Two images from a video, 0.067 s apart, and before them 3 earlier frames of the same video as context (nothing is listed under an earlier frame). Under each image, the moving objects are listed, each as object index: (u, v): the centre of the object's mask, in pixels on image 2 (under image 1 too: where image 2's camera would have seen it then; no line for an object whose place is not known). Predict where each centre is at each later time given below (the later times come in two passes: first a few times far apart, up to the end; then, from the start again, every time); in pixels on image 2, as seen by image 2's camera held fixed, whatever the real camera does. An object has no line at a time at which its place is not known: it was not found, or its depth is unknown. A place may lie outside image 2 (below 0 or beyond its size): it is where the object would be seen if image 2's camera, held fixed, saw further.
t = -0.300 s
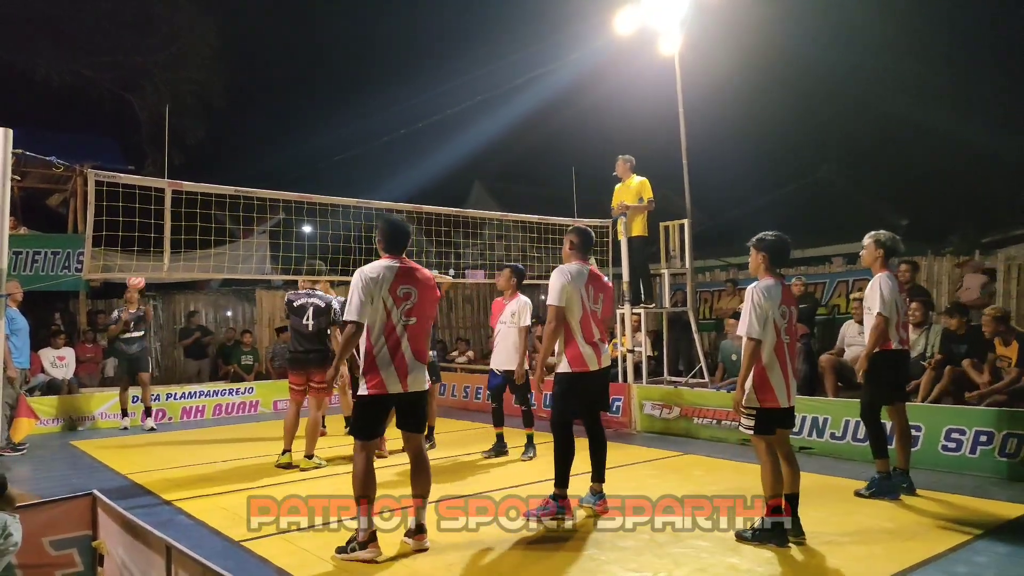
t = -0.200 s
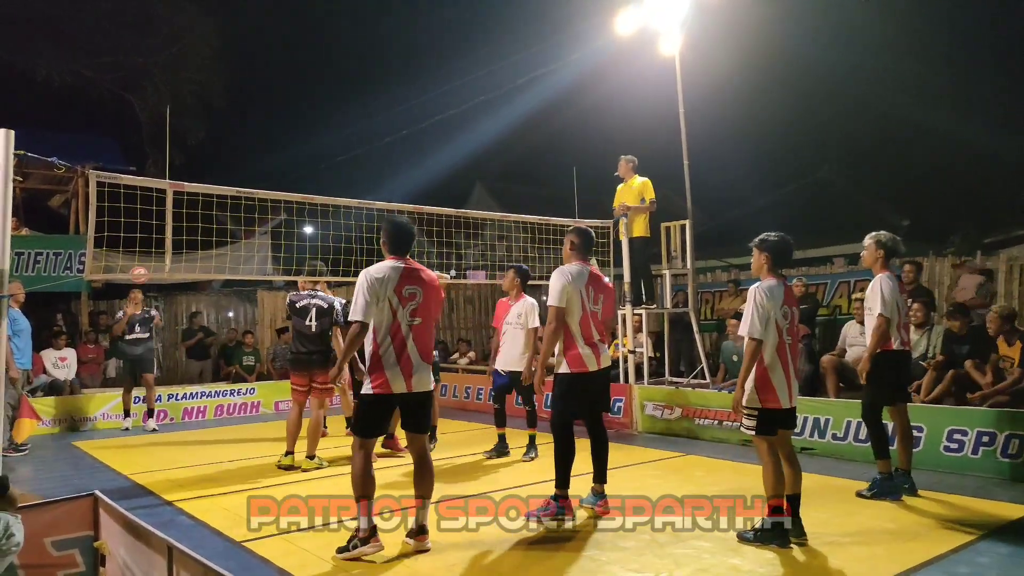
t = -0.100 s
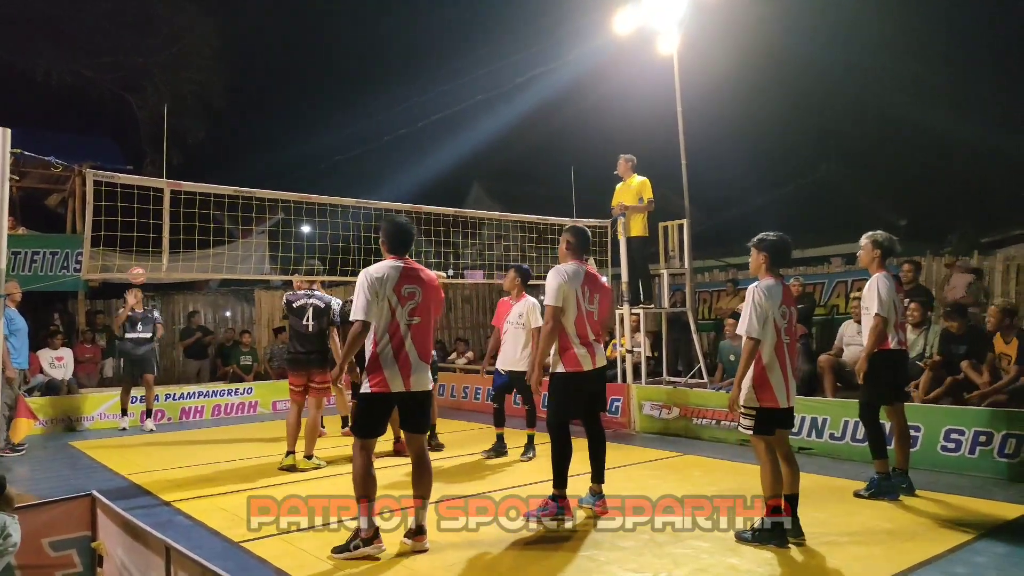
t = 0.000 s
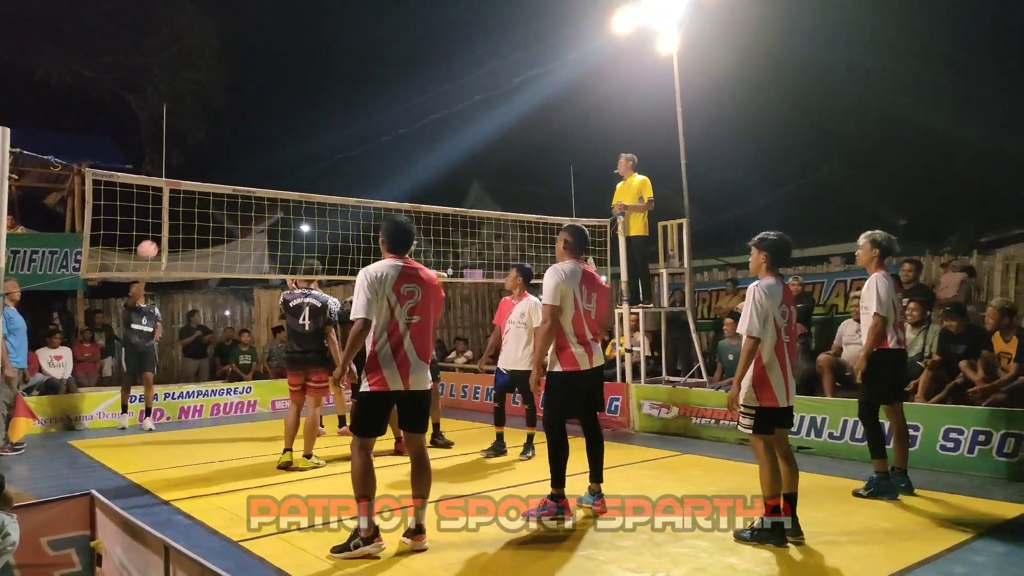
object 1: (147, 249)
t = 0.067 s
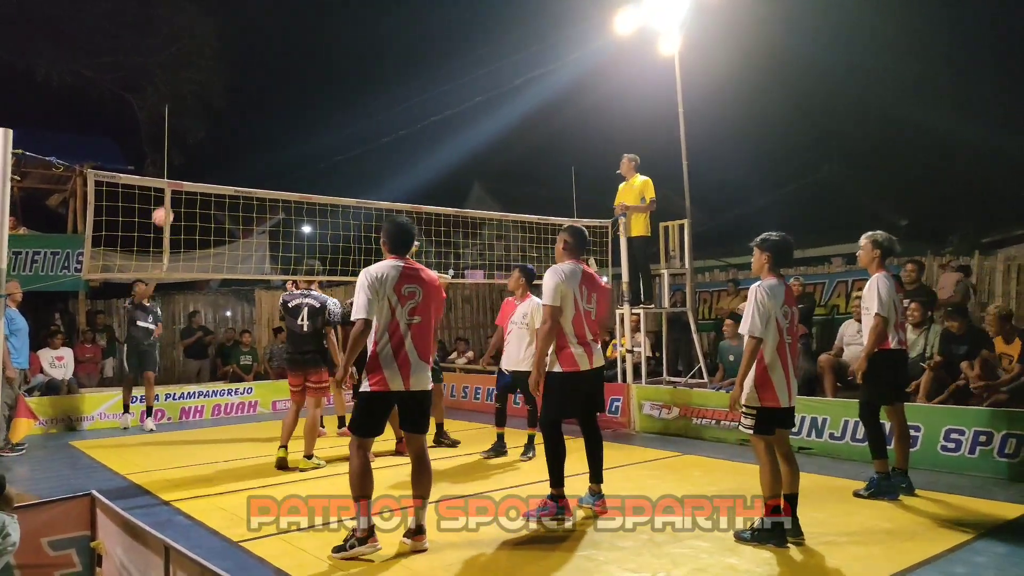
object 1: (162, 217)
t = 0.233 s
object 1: (199, 138)
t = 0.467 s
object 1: (260, 60)
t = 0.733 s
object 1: (349, 30)
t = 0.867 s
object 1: (405, 50)
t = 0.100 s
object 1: (170, 199)
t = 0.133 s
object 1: (179, 177)
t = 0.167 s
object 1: (185, 168)
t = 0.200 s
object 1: (192, 153)
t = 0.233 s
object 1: (199, 138)
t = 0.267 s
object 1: (207, 125)
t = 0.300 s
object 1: (215, 113)
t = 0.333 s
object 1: (223, 100)
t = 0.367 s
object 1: (231, 89)
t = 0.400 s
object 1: (240, 79)
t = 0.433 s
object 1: (249, 69)
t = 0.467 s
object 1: (260, 60)
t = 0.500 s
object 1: (269, 53)
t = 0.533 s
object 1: (279, 46)
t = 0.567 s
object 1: (290, 39)
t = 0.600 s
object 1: (301, 35)
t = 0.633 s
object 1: (312, 32)
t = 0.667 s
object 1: (325, 29)
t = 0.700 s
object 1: (337, 29)
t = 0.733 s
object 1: (349, 30)
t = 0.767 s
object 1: (363, 32)
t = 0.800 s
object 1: (376, 36)
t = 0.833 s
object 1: (390, 42)
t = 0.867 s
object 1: (405, 50)
